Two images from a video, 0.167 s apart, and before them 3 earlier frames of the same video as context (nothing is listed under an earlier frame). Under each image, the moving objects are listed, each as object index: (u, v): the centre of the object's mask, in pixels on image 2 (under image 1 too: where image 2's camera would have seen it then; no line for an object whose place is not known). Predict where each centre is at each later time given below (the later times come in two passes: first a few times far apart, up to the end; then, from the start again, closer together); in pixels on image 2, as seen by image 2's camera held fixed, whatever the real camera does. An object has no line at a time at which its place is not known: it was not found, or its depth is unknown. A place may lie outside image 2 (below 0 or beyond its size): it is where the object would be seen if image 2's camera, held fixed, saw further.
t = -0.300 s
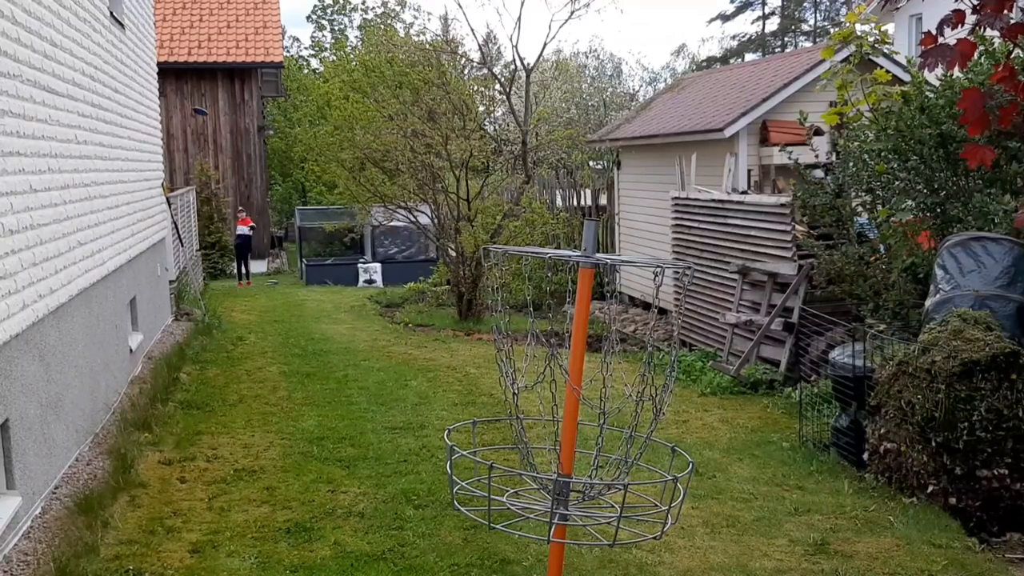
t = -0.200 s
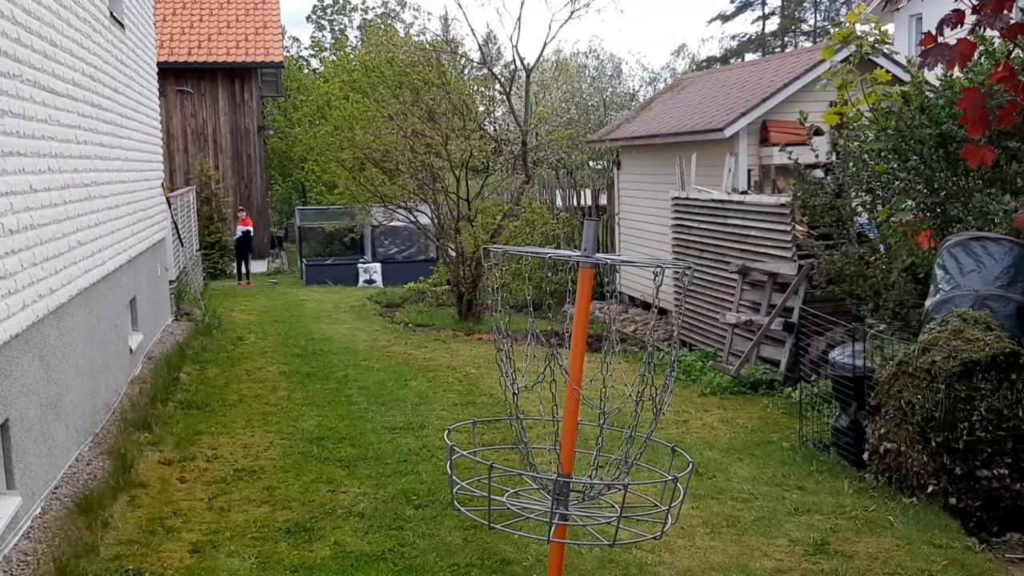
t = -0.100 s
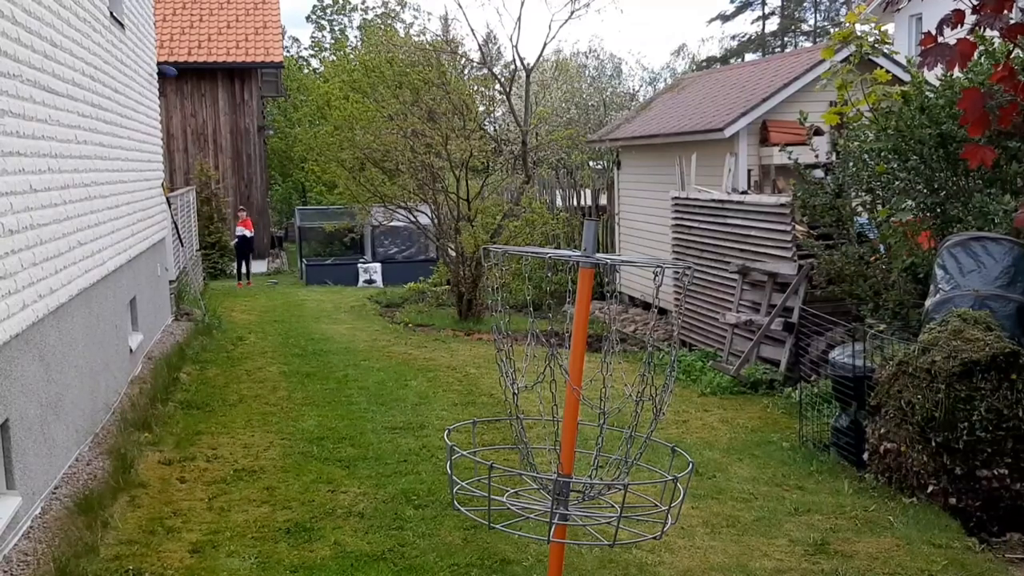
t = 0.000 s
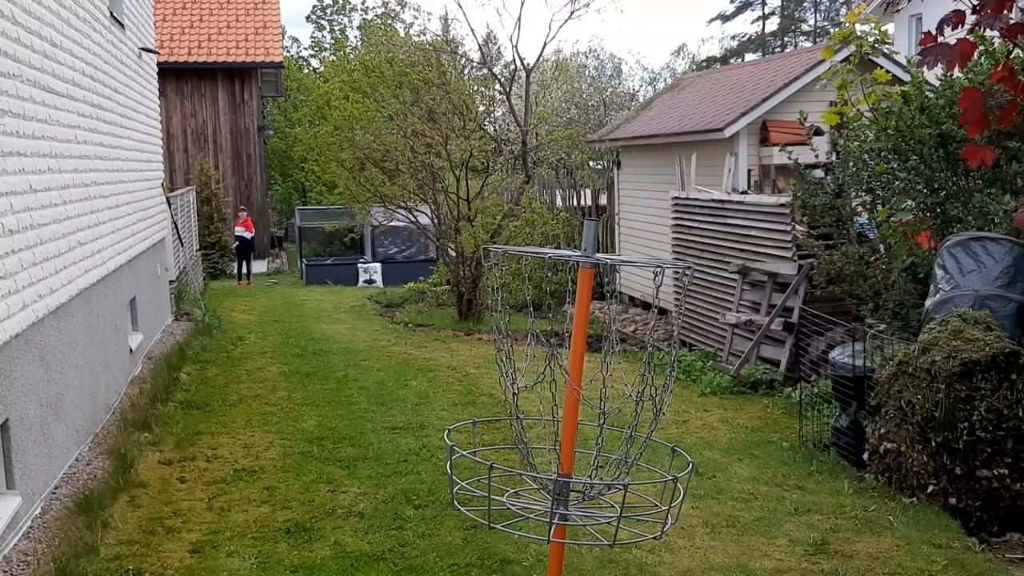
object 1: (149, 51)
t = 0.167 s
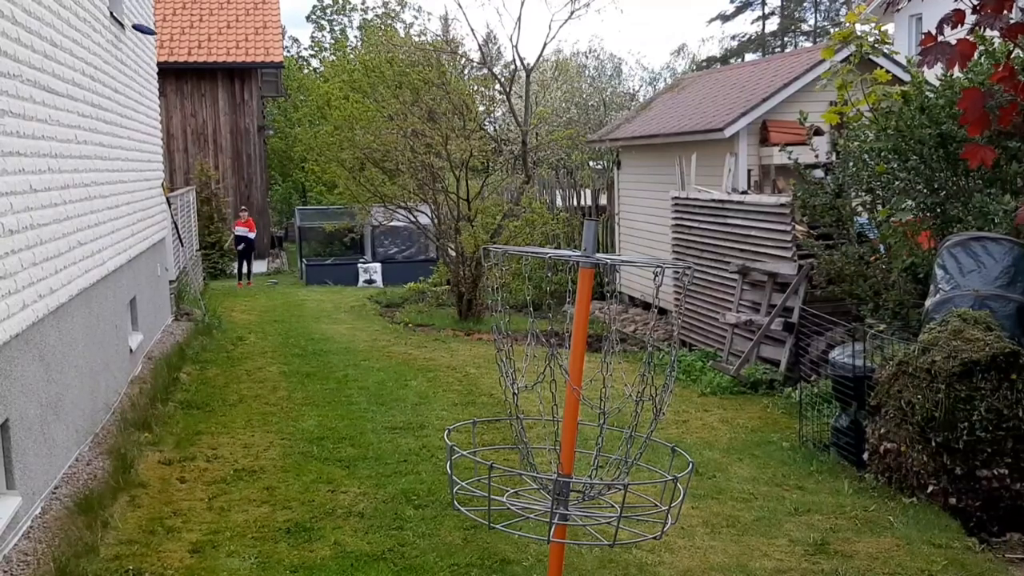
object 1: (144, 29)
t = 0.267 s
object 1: (144, 20)
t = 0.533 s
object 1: (161, 18)
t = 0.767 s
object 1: (220, 67)
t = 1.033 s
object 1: (445, 265)
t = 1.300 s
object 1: (633, 466)
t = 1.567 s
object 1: (638, 462)
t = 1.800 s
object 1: (639, 468)
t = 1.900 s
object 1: (637, 467)
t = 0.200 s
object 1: (144, 26)
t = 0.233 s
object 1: (143, 23)
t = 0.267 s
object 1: (144, 20)
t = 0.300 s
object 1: (144, 19)
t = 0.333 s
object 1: (145, 17)
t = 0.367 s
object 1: (146, 15)
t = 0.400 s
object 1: (148, 14)
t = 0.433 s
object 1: (150, 14)
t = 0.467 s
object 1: (153, 15)
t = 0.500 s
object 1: (156, 16)
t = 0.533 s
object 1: (161, 18)
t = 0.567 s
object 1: (166, 21)
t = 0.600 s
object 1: (171, 25)
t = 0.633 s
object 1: (178, 31)
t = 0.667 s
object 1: (186, 38)
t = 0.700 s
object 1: (196, 46)
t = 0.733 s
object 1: (207, 55)
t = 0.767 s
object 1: (220, 67)
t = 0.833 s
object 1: (253, 96)
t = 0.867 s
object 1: (273, 115)
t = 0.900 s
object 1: (298, 136)
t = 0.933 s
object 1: (327, 161)
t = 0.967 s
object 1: (360, 190)
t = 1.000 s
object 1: (399, 225)
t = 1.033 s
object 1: (445, 265)
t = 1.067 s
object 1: (484, 307)
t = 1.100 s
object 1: (514, 338)
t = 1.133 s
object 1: (539, 363)
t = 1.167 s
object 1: (562, 387)
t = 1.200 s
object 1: (588, 413)
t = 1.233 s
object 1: (612, 444)
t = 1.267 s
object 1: (625, 458)
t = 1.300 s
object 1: (633, 466)
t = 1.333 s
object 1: (631, 476)
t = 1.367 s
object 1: (628, 476)
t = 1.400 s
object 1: (629, 465)
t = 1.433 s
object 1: (630, 457)
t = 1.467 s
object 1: (633, 457)
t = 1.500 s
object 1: (638, 464)
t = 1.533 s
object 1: (637, 466)
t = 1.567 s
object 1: (638, 462)
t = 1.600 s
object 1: (639, 453)
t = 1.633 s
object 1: (638, 450)
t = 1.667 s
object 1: (639, 451)
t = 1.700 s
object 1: (639, 456)
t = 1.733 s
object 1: (639, 464)
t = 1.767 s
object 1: (639, 468)
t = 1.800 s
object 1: (639, 468)
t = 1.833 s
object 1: (639, 467)
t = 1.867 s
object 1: (638, 467)
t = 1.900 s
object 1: (637, 467)
